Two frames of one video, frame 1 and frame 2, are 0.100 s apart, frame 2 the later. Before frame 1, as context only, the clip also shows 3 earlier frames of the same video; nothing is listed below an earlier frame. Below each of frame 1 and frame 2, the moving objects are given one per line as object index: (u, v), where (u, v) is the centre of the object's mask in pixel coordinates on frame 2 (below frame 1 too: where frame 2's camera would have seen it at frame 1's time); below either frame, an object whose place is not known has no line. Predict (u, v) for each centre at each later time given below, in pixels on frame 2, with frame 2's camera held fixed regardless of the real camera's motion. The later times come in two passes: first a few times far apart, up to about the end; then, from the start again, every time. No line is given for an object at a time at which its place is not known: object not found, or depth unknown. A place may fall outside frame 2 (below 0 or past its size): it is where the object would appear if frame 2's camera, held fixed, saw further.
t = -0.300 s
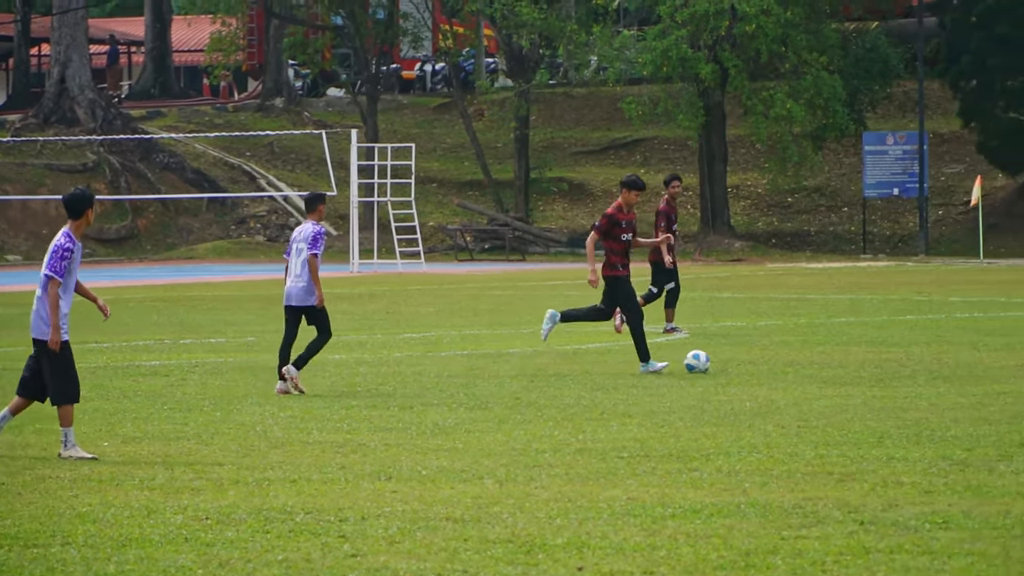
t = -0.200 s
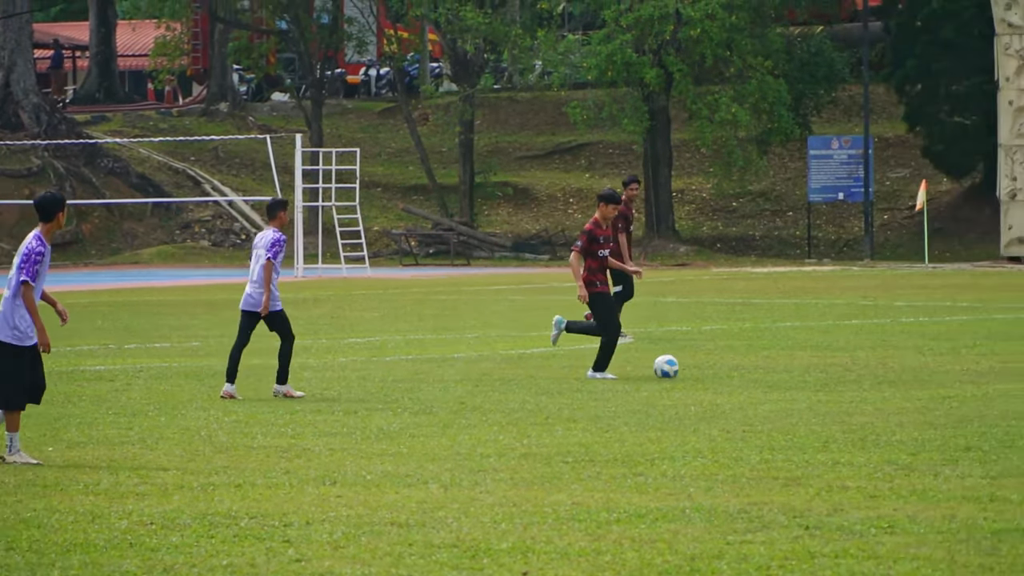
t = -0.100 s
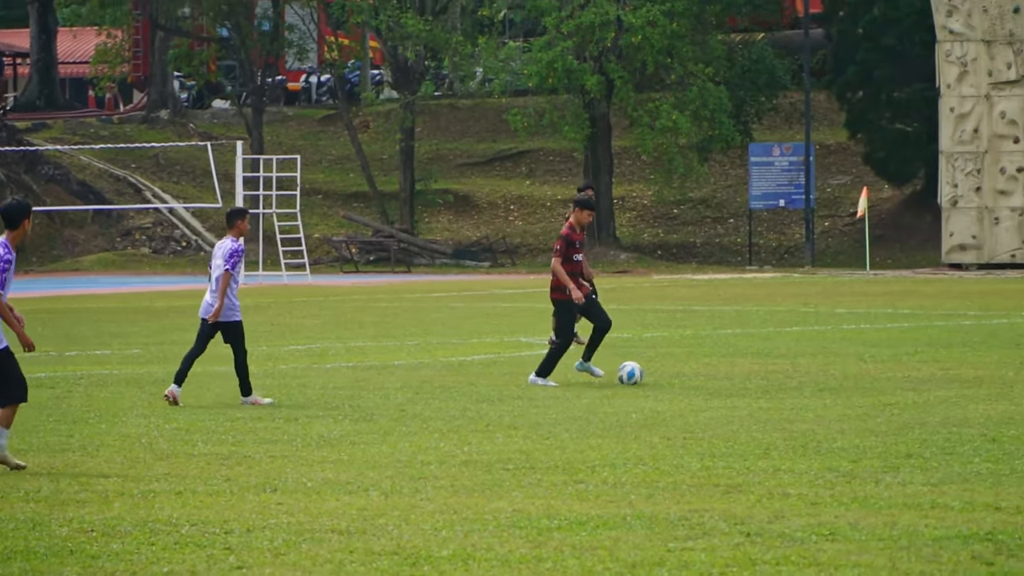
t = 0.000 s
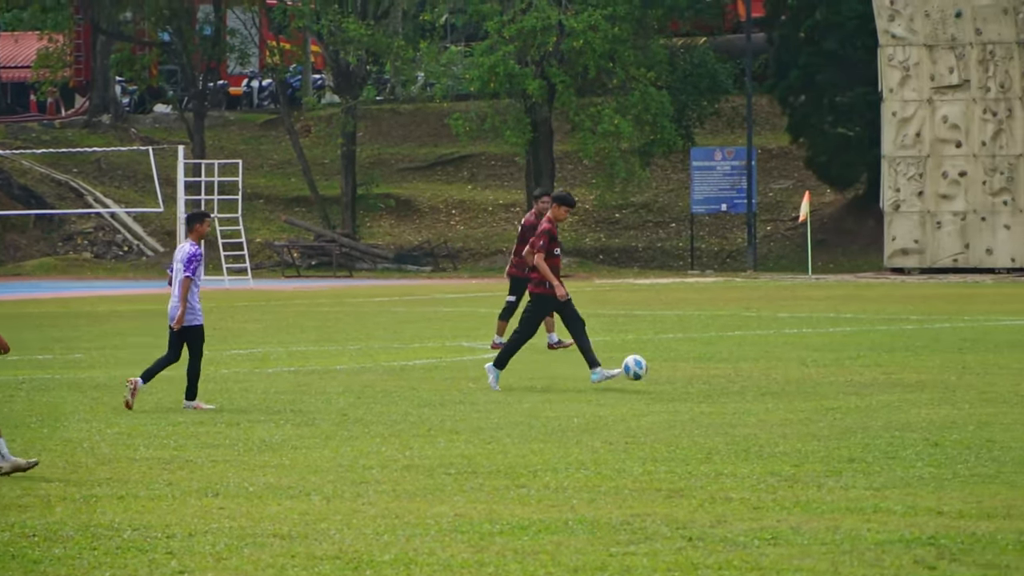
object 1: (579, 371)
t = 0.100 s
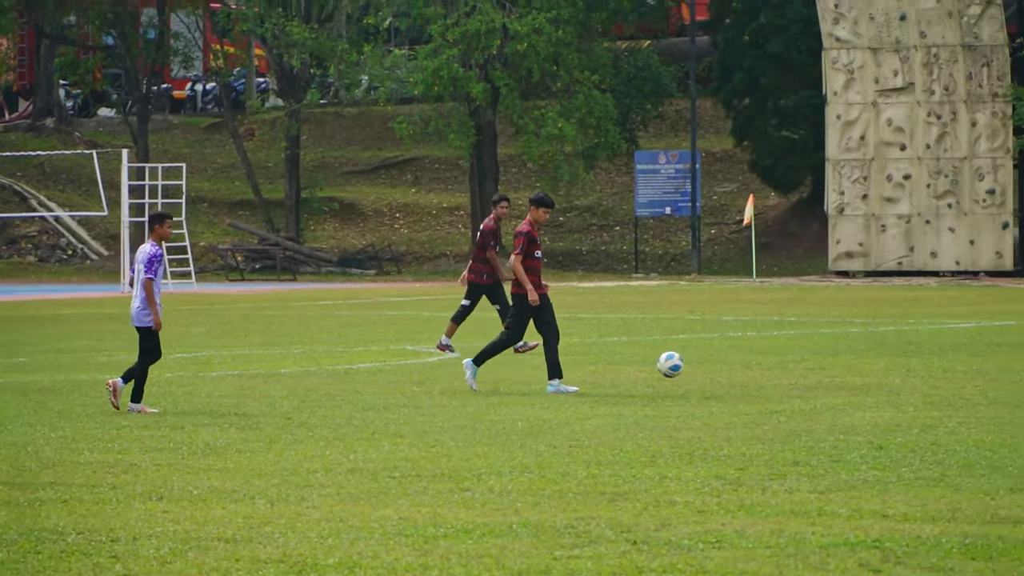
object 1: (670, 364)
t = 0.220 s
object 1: (781, 371)
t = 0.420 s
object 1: (954, 389)
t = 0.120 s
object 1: (688, 364)
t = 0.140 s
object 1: (707, 365)
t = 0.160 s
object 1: (725, 366)
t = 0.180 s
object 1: (744, 367)
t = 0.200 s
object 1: (762, 369)
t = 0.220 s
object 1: (781, 371)
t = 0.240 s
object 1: (799, 374)
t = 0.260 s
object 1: (817, 377)
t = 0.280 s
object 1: (836, 381)
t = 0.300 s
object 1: (855, 385)
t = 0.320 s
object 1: (874, 389)
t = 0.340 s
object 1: (891, 390)
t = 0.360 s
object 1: (906, 389)
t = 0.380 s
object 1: (922, 389)
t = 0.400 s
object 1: (938, 388)
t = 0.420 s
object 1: (954, 389)
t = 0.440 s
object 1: (970, 389)
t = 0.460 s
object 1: (986, 390)
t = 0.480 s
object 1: (1002, 392)
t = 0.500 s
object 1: (1018, 393)
